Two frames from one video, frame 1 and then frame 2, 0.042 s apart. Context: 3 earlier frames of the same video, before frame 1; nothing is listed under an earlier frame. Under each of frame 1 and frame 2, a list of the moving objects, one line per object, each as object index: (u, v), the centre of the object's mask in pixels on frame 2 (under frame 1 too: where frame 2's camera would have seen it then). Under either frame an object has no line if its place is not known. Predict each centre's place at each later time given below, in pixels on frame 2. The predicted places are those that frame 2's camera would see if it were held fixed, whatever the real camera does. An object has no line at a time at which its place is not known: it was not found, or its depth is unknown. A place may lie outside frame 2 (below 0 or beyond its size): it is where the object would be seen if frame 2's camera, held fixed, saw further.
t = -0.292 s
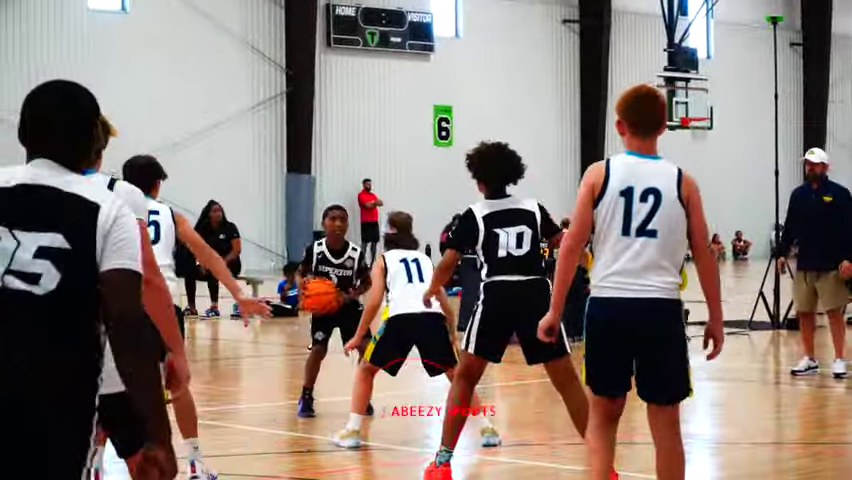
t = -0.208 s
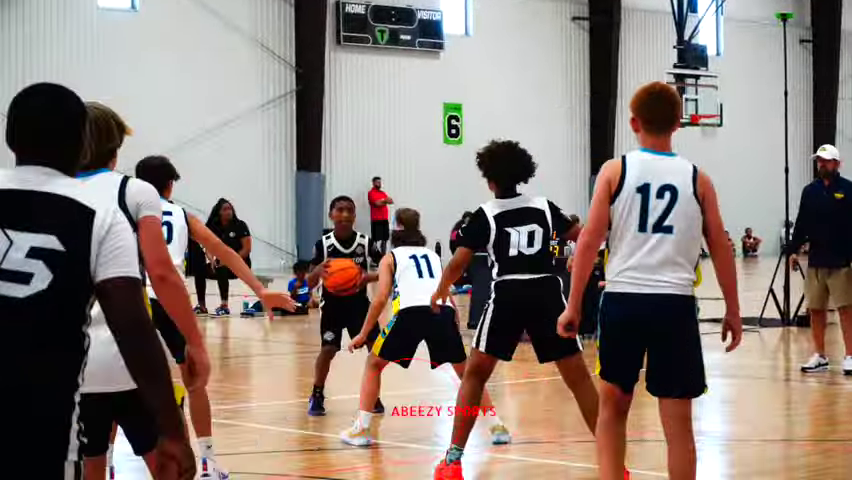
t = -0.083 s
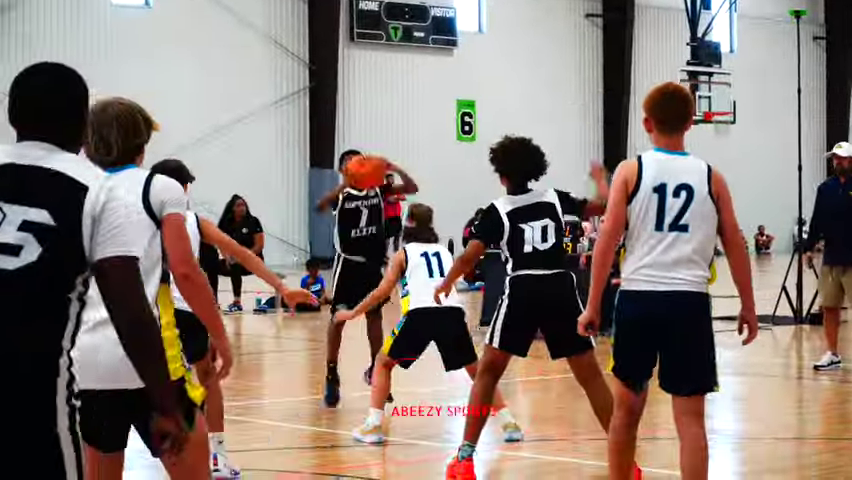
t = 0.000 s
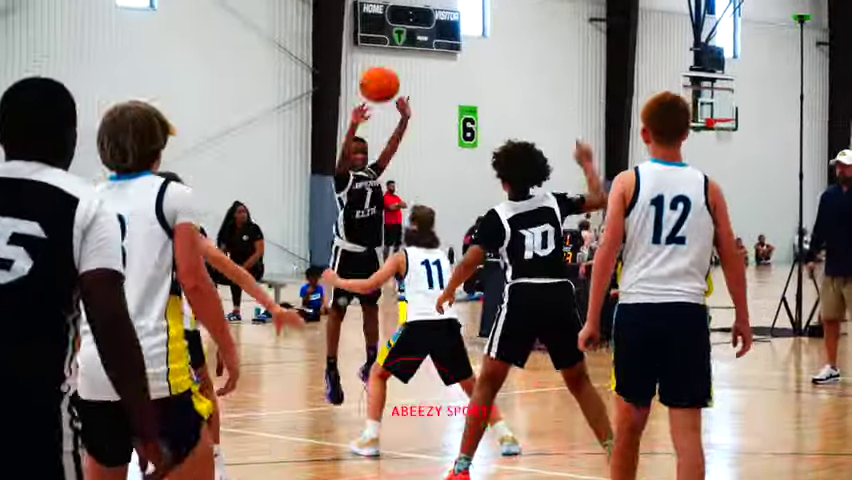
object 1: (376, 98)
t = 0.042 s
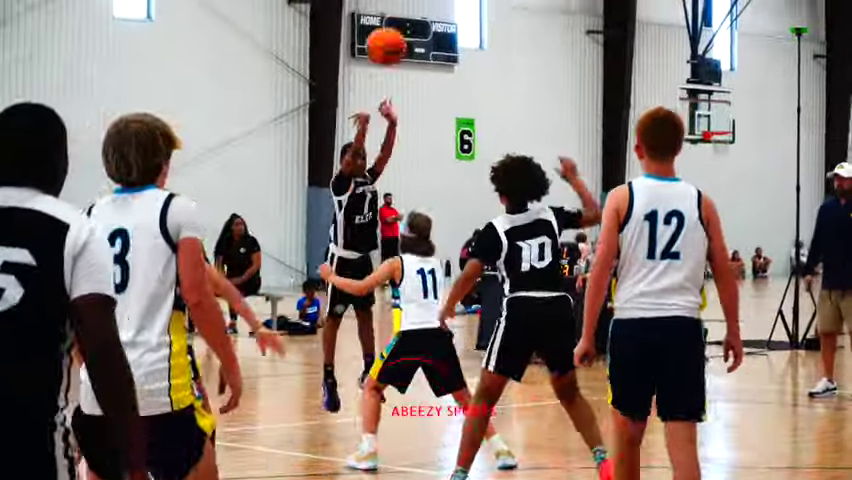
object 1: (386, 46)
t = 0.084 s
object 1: (397, -3)
